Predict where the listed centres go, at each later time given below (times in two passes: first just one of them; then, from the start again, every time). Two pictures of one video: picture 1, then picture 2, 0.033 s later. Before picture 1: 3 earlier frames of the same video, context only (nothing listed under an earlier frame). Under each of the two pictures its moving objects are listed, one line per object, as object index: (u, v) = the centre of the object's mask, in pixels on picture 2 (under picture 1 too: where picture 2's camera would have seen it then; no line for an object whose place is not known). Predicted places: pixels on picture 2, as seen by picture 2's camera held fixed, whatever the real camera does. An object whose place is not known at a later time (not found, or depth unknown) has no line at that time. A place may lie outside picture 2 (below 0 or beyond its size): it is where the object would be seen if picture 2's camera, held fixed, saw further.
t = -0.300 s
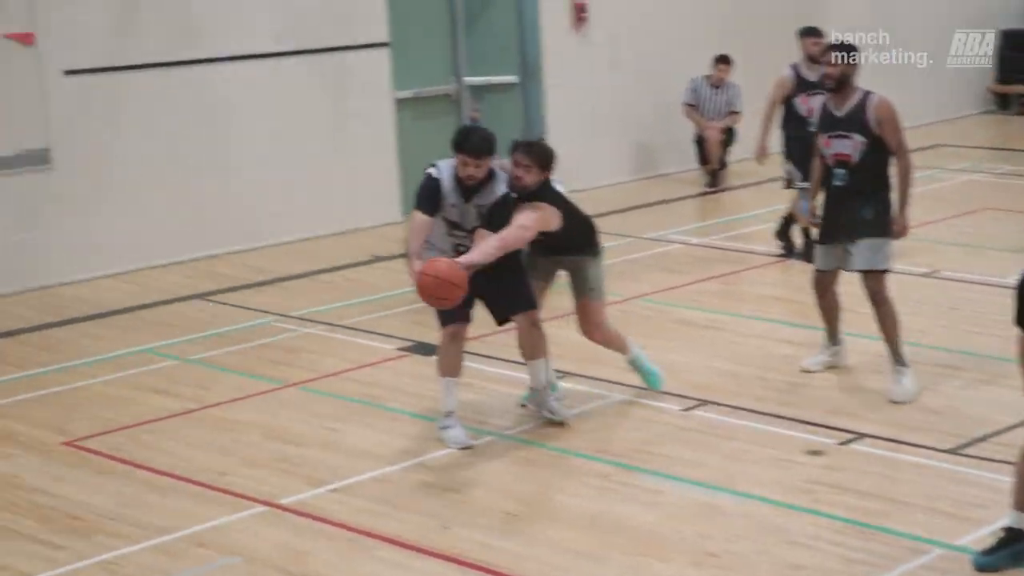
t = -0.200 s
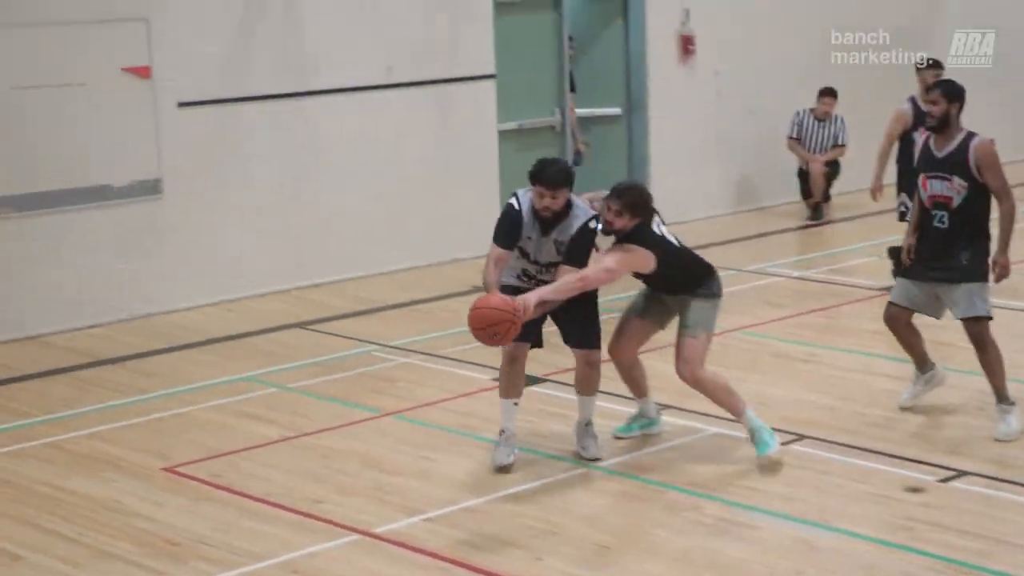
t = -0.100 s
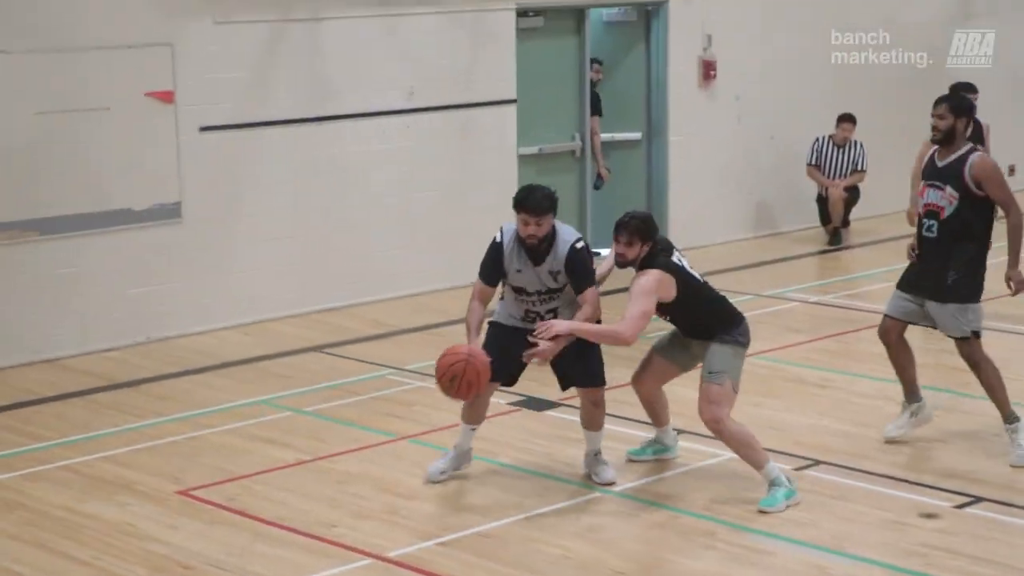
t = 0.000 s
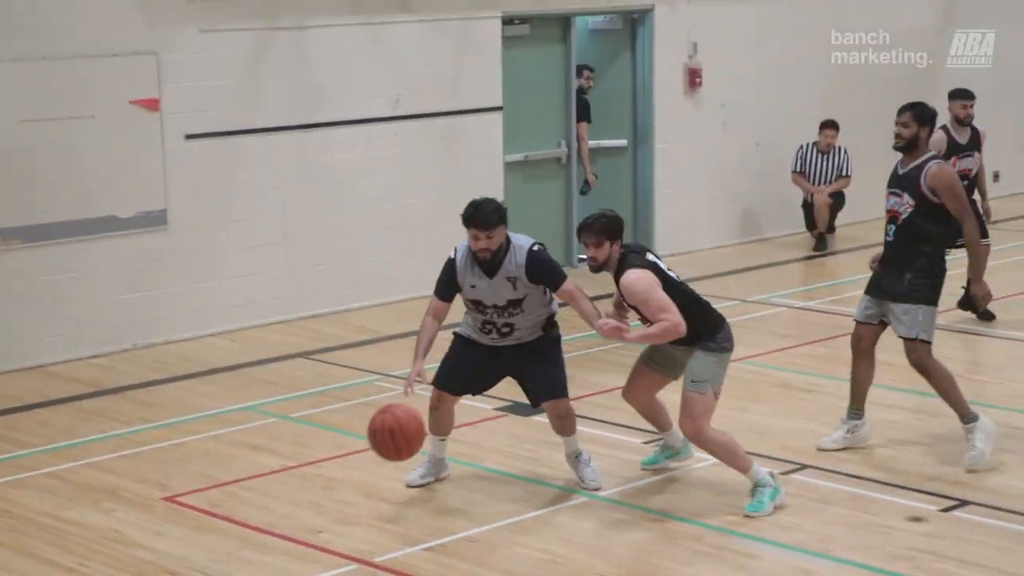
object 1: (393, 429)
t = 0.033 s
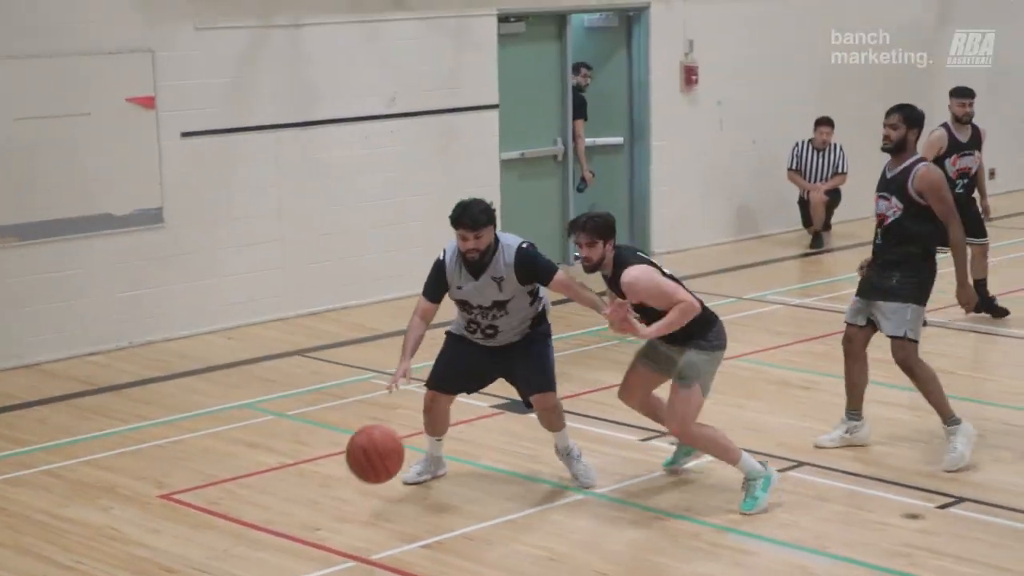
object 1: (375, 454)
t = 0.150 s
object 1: (309, 565)
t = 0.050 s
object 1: (365, 467)
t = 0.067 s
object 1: (357, 481)
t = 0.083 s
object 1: (347, 496)
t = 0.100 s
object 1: (338, 512)
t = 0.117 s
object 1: (328, 529)
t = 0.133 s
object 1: (319, 546)
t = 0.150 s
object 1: (309, 565)
